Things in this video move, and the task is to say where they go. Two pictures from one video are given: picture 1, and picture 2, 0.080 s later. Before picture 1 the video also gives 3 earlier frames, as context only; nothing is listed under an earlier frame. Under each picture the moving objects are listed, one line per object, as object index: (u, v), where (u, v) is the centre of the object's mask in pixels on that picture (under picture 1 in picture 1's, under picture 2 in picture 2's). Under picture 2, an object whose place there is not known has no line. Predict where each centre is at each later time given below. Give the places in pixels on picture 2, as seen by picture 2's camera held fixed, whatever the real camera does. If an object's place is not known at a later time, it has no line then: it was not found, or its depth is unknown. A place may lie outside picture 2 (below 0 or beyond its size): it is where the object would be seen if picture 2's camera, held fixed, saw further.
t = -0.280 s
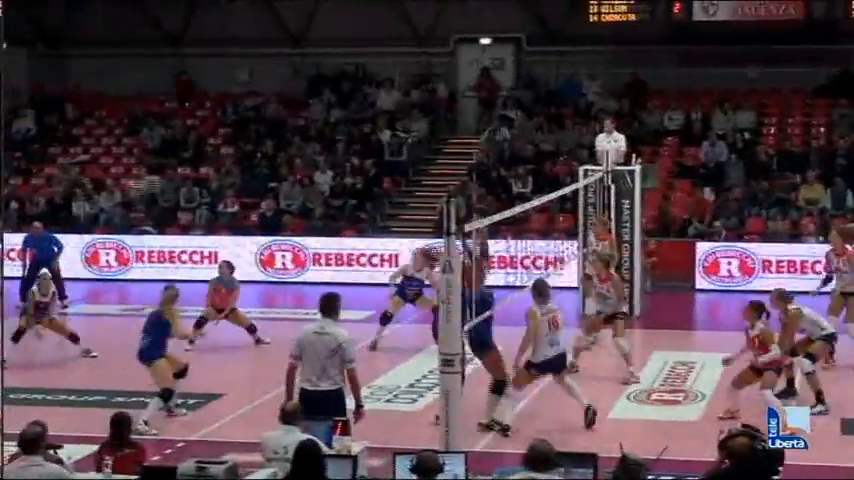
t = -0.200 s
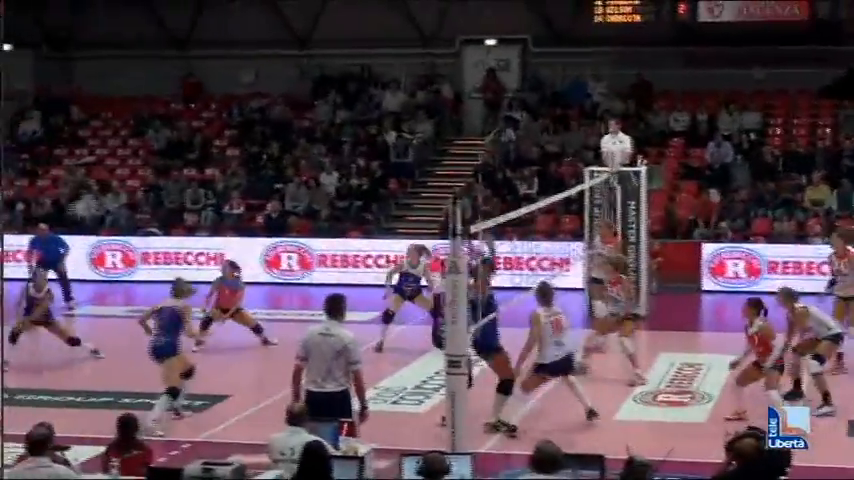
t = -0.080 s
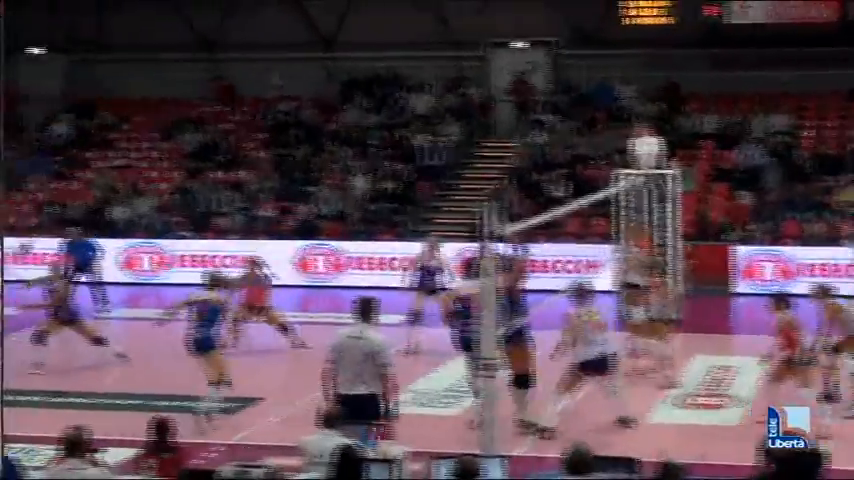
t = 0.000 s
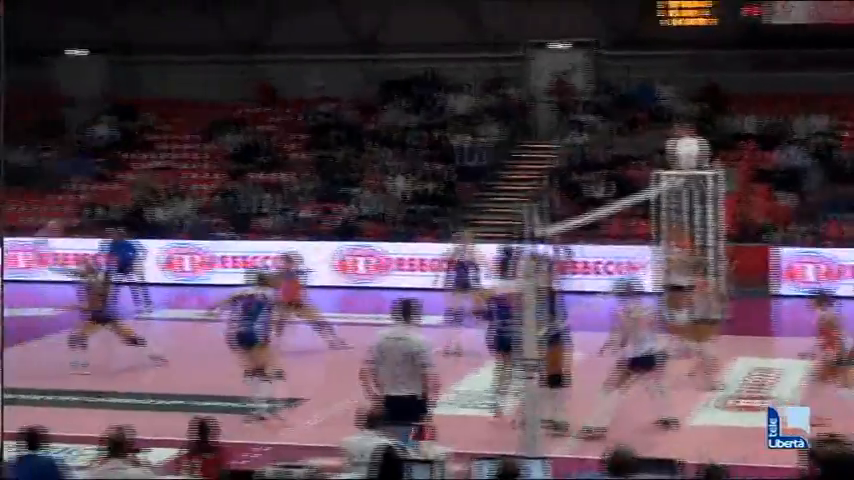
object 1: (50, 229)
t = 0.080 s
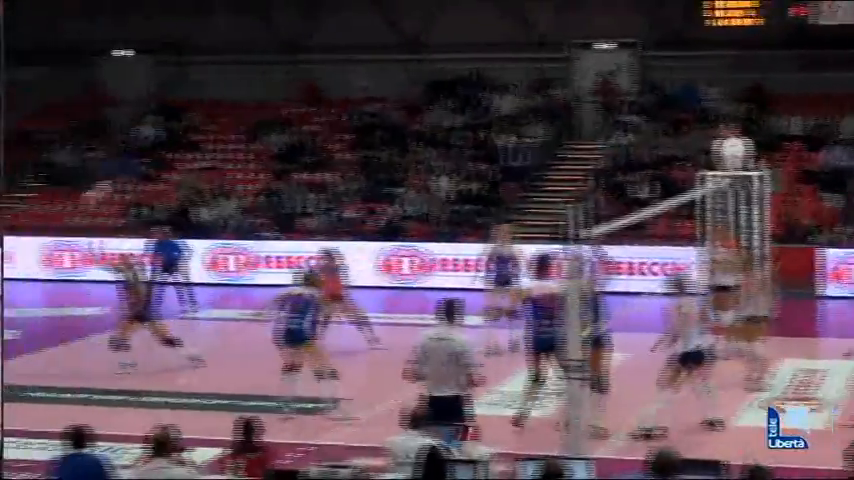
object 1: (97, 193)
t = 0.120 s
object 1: (102, 174)
